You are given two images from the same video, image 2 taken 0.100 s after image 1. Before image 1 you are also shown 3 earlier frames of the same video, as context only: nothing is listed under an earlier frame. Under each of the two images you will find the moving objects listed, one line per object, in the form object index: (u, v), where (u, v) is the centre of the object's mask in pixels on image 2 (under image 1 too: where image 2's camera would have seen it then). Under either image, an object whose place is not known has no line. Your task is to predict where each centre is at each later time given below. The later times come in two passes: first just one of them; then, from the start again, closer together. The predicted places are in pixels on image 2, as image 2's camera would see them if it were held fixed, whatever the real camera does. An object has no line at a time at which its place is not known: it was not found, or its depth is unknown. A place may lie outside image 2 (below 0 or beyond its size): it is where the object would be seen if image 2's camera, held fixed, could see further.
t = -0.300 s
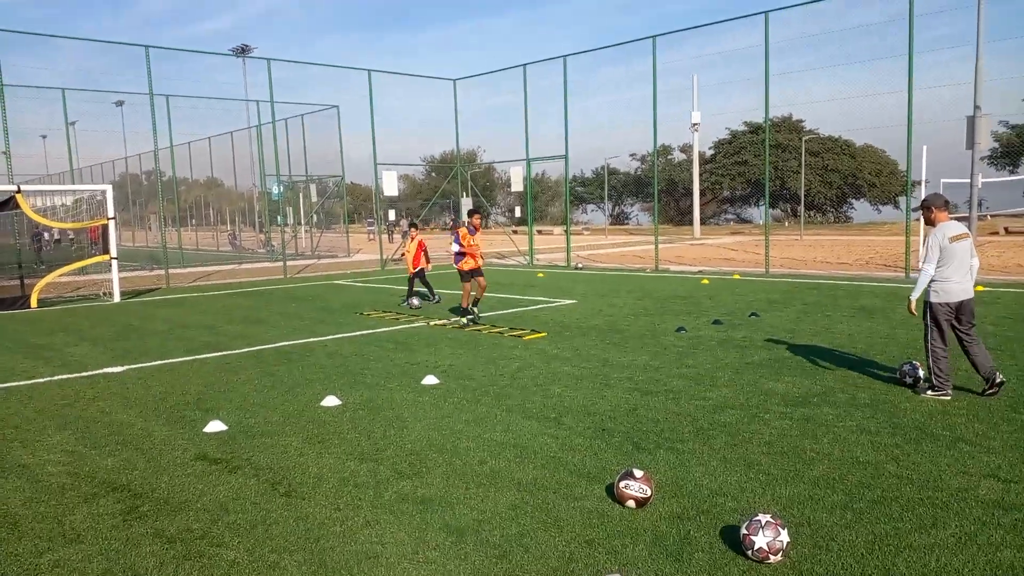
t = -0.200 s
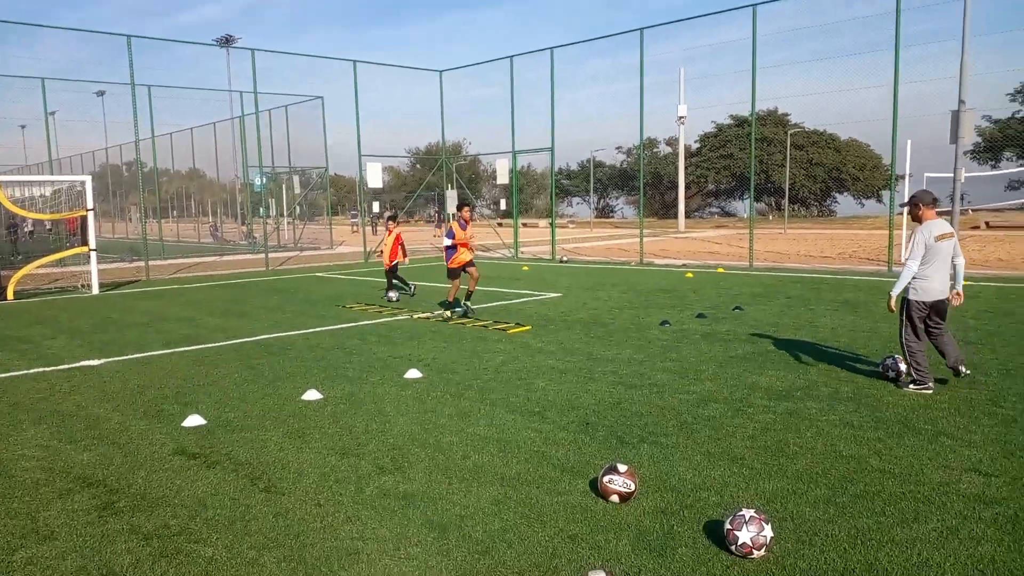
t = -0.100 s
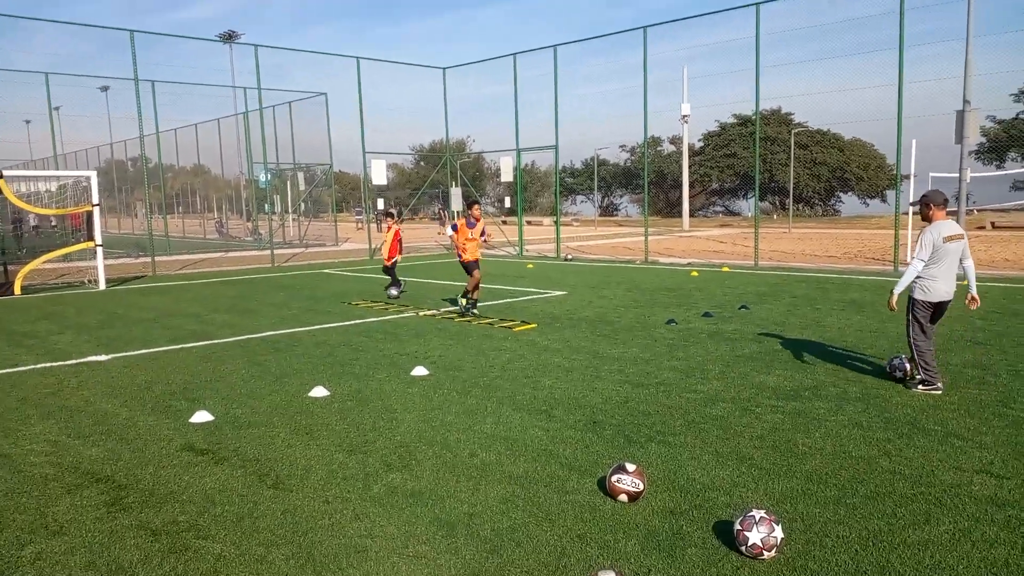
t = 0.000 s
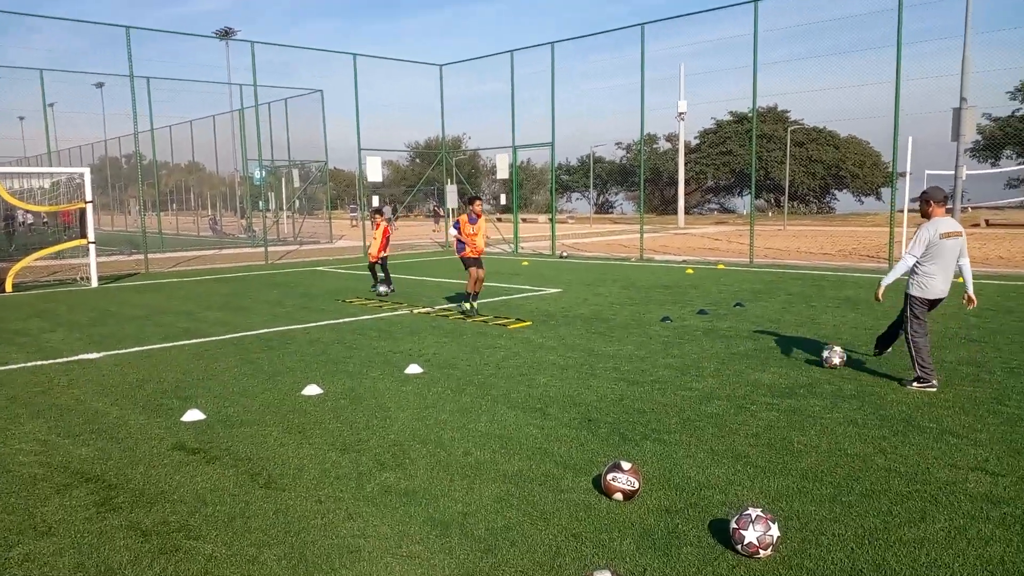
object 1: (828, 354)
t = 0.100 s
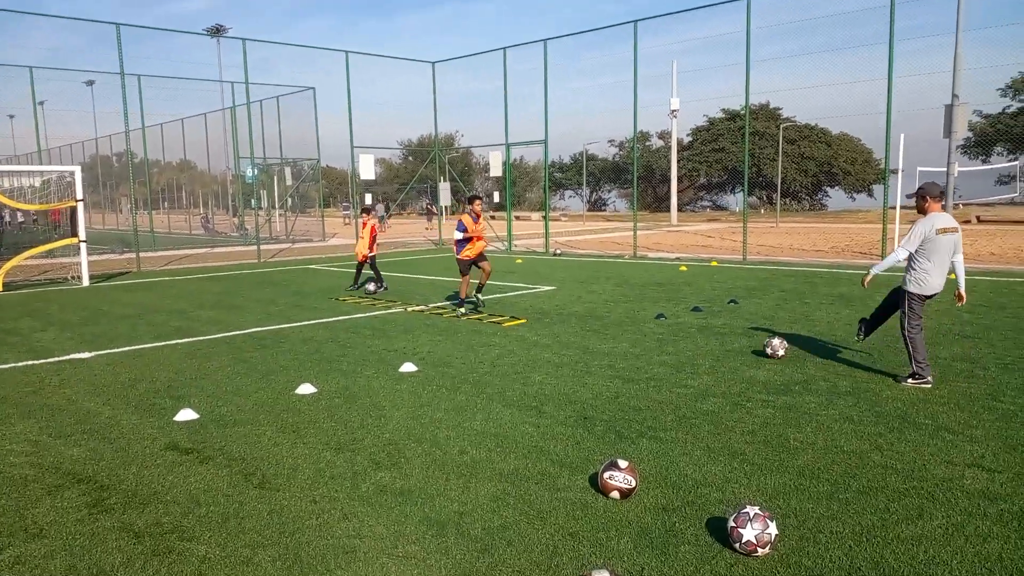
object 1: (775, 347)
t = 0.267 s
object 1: (711, 340)
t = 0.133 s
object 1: (761, 345)
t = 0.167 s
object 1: (746, 345)
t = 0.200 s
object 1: (733, 343)
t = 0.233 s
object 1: (722, 341)
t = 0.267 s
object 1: (711, 340)
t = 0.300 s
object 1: (700, 339)
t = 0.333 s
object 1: (689, 338)
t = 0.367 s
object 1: (678, 336)
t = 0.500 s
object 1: (641, 332)
